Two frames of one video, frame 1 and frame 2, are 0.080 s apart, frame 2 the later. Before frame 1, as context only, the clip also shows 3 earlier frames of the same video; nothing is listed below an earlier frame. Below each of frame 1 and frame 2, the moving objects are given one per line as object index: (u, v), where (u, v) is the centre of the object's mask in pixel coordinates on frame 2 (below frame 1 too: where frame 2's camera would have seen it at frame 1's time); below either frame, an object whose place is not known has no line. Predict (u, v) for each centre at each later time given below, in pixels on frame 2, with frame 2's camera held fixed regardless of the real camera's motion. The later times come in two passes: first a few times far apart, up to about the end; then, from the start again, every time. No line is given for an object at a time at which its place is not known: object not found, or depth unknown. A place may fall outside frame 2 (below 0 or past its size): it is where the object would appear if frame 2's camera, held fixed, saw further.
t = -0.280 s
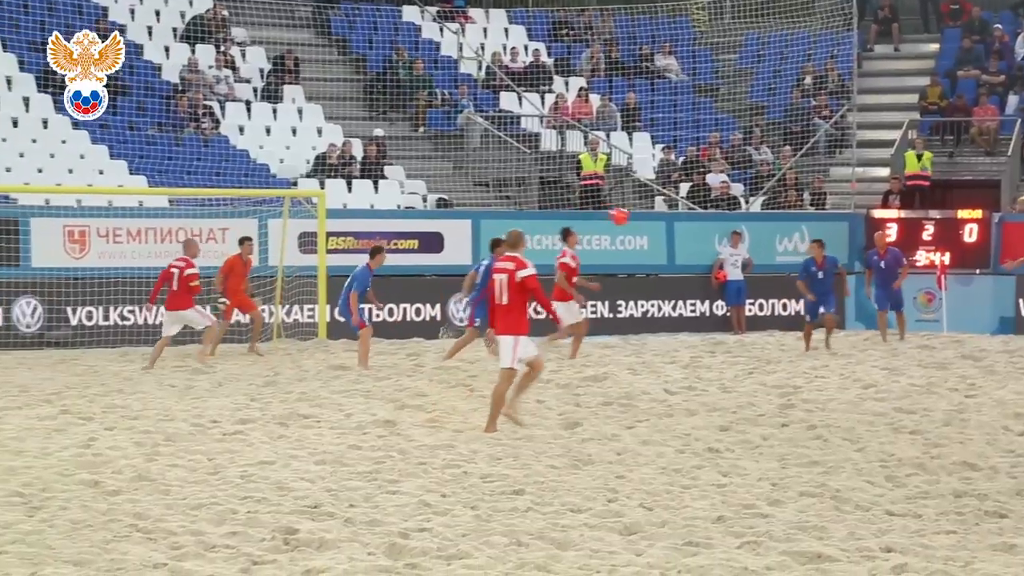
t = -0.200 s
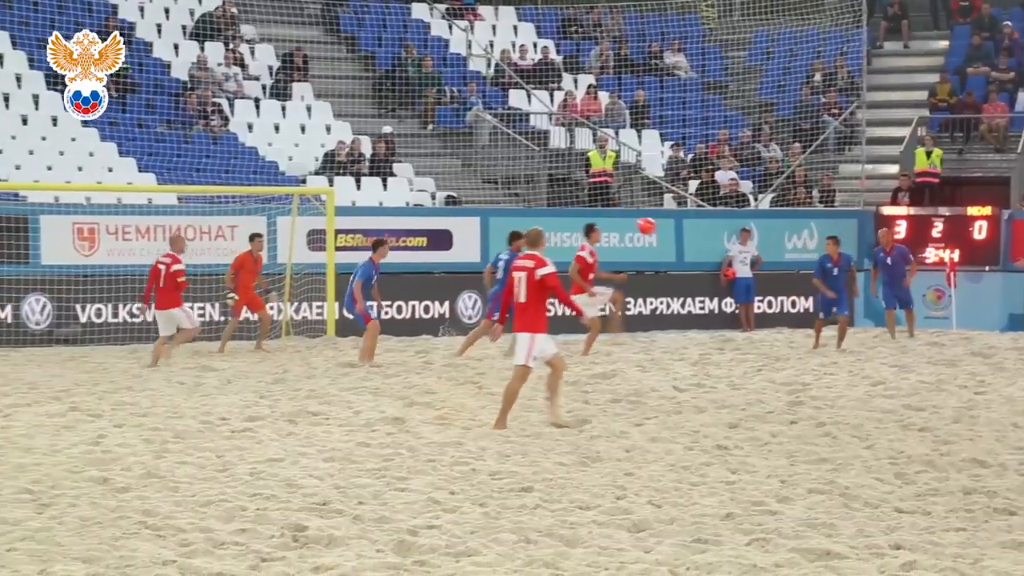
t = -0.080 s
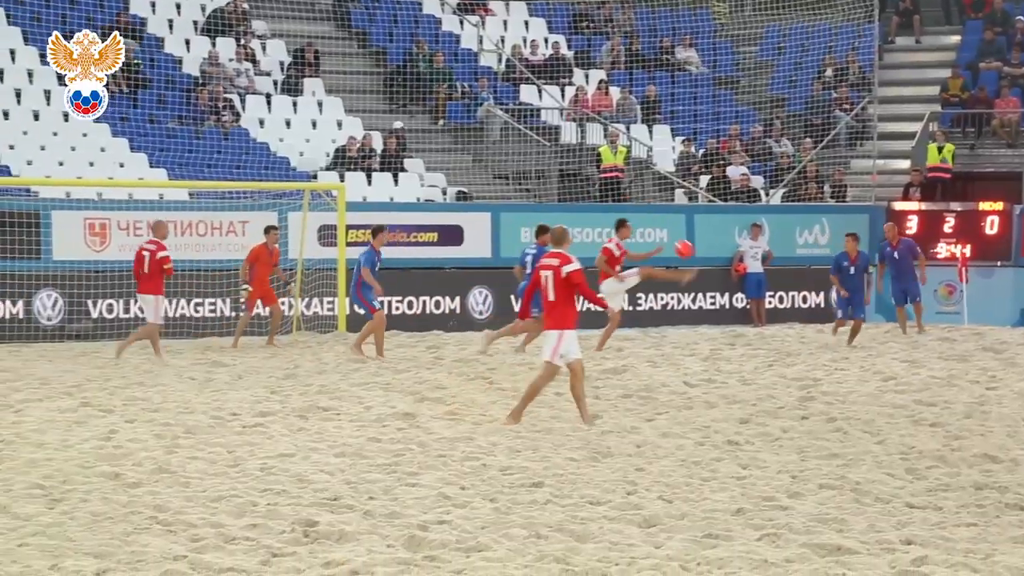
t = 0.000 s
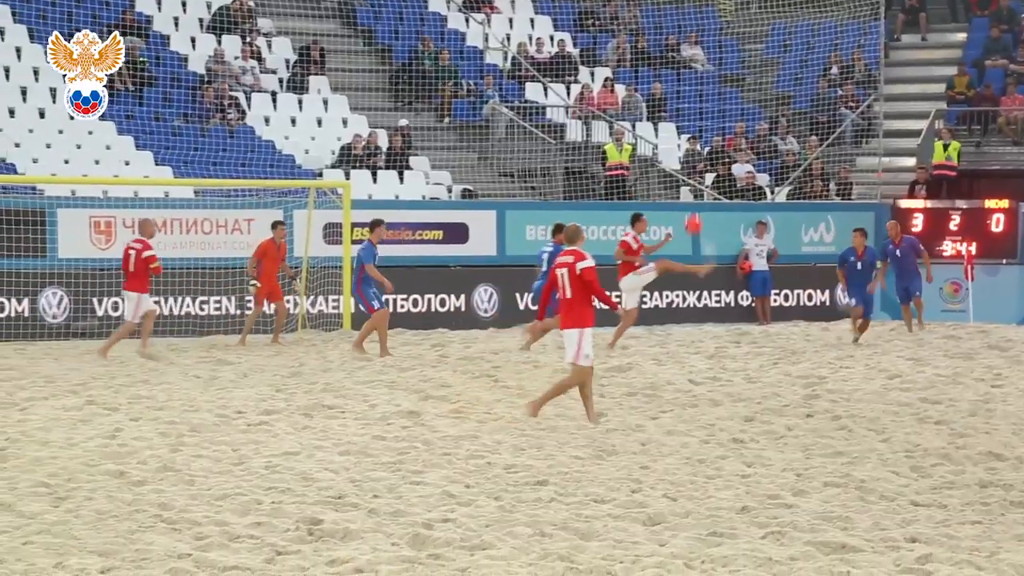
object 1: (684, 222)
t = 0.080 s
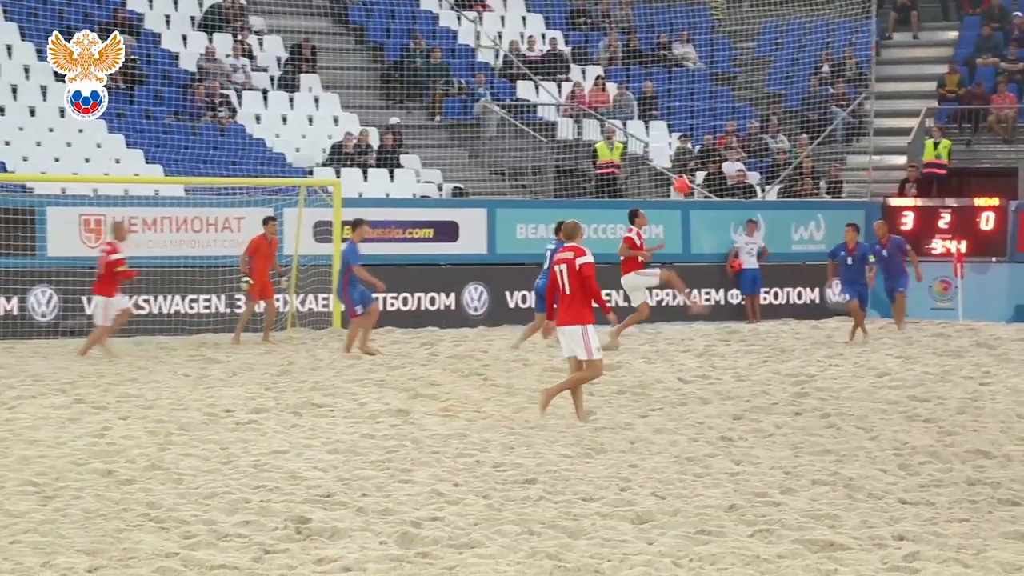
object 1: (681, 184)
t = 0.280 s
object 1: (675, 112)
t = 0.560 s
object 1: (665, 66)
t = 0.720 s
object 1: (659, 66)
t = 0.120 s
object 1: (680, 168)
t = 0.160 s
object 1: (680, 154)
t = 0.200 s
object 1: (678, 138)
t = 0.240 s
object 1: (676, 125)
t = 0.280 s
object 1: (675, 112)
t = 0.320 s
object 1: (674, 103)
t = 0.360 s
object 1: (672, 94)
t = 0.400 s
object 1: (671, 86)
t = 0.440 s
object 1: (669, 79)
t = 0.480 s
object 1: (668, 73)
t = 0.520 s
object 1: (667, 69)
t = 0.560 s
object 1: (665, 66)
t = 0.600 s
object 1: (664, 64)
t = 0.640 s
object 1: (662, 64)
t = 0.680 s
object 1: (661, 65)
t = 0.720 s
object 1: (659, 66)
